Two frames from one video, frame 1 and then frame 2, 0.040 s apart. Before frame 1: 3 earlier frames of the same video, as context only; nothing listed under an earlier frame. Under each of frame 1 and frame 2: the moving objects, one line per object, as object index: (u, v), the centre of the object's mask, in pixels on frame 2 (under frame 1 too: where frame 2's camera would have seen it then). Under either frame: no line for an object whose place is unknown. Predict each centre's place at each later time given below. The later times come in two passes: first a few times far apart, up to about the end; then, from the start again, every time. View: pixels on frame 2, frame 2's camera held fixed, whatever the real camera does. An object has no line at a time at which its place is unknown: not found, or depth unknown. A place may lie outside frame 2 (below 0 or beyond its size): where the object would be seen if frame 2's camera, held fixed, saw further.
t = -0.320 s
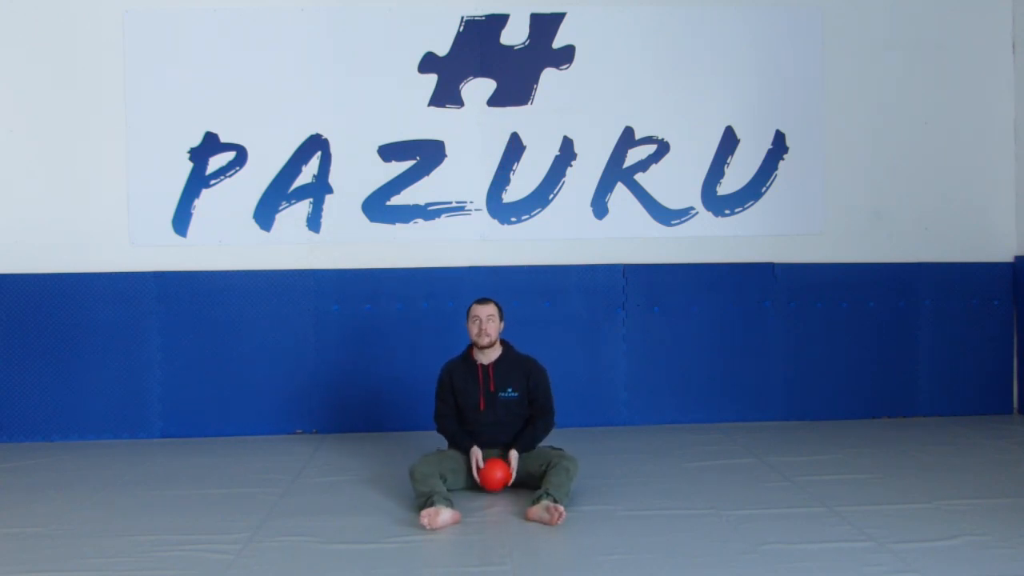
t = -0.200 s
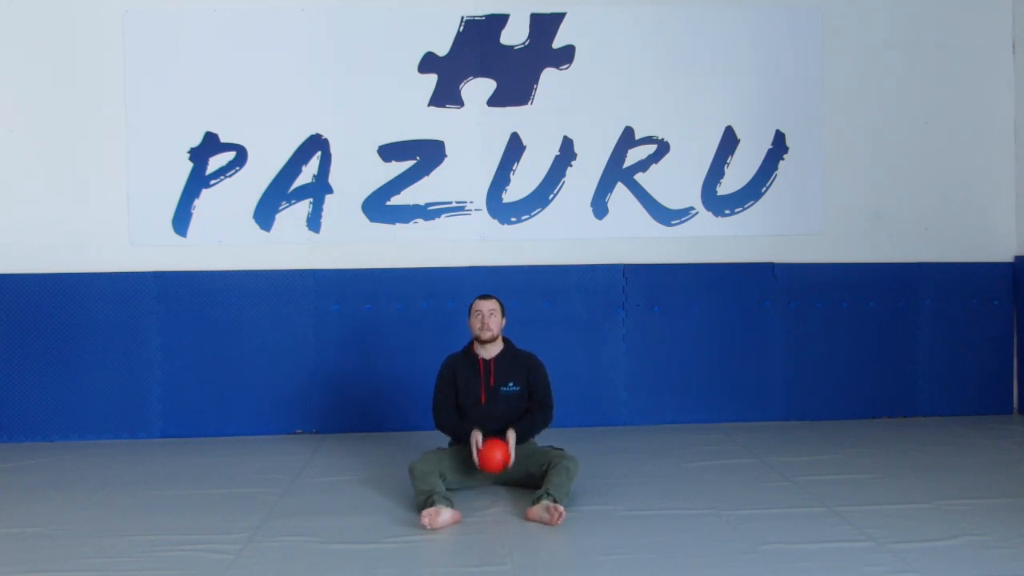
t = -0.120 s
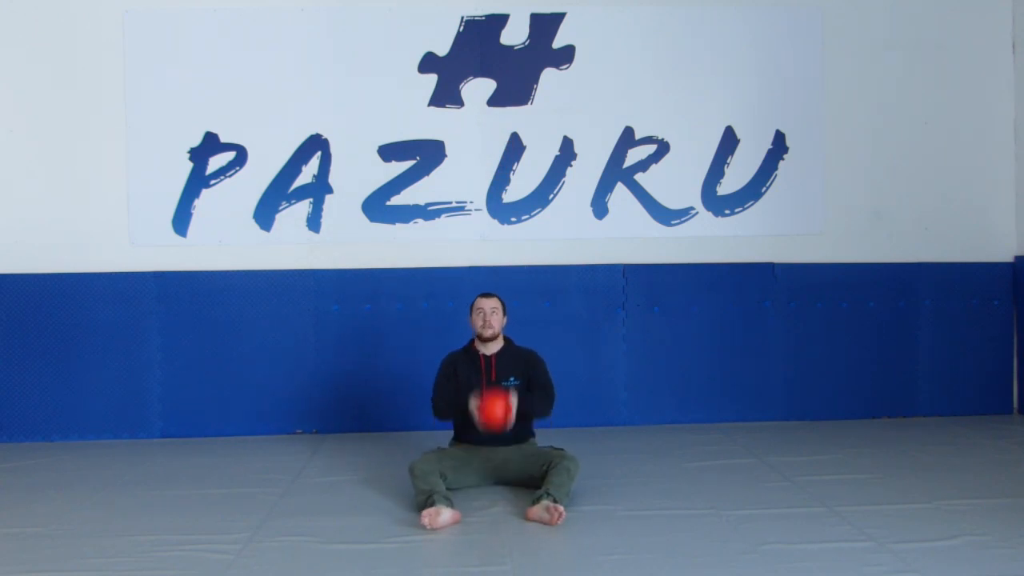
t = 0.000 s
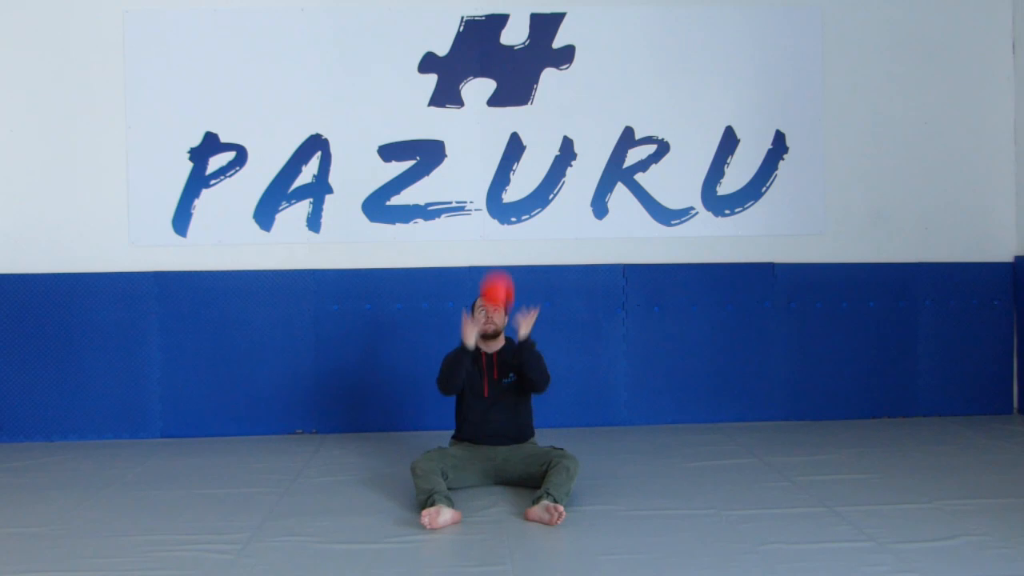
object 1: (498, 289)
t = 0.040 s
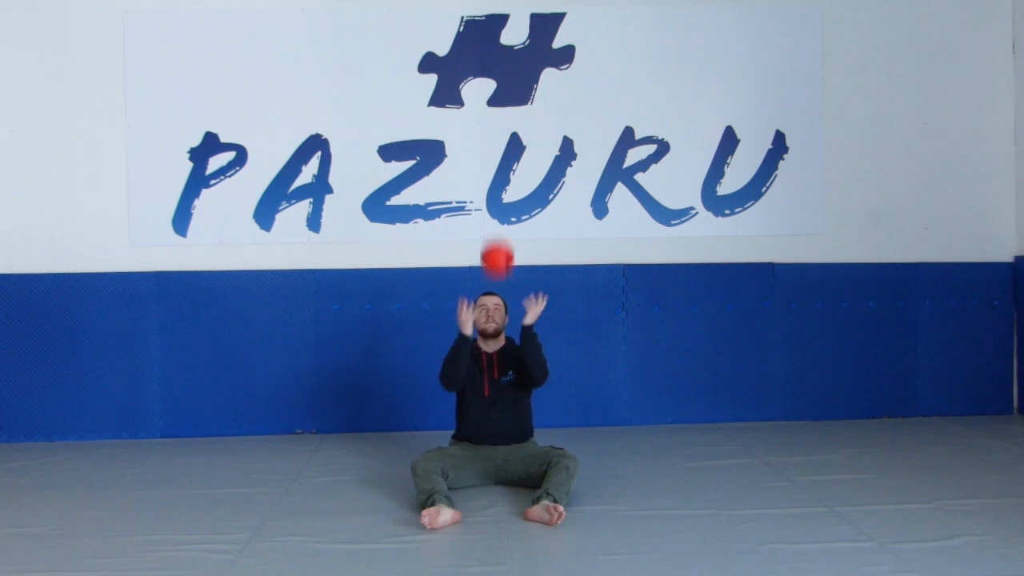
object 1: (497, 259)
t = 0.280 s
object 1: (500, 119)
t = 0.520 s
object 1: (504, 105)
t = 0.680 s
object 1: (509, 161)
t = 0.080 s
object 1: (498, 223)
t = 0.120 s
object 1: (498, 197)
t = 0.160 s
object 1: (499, 172)
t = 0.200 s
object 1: (499, 151)
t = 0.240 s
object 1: (499, 133)
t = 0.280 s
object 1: (500, 119)
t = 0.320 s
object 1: (500, 108)
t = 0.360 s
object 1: (501, 101)
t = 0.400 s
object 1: (501, 97)
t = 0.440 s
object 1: (502, 97)
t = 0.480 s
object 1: (503, 99)
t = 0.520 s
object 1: (504, 105)
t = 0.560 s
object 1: (505, 114)
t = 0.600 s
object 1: (506, 127)
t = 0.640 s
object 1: (507, 143)
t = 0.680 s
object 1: (509, 161)
